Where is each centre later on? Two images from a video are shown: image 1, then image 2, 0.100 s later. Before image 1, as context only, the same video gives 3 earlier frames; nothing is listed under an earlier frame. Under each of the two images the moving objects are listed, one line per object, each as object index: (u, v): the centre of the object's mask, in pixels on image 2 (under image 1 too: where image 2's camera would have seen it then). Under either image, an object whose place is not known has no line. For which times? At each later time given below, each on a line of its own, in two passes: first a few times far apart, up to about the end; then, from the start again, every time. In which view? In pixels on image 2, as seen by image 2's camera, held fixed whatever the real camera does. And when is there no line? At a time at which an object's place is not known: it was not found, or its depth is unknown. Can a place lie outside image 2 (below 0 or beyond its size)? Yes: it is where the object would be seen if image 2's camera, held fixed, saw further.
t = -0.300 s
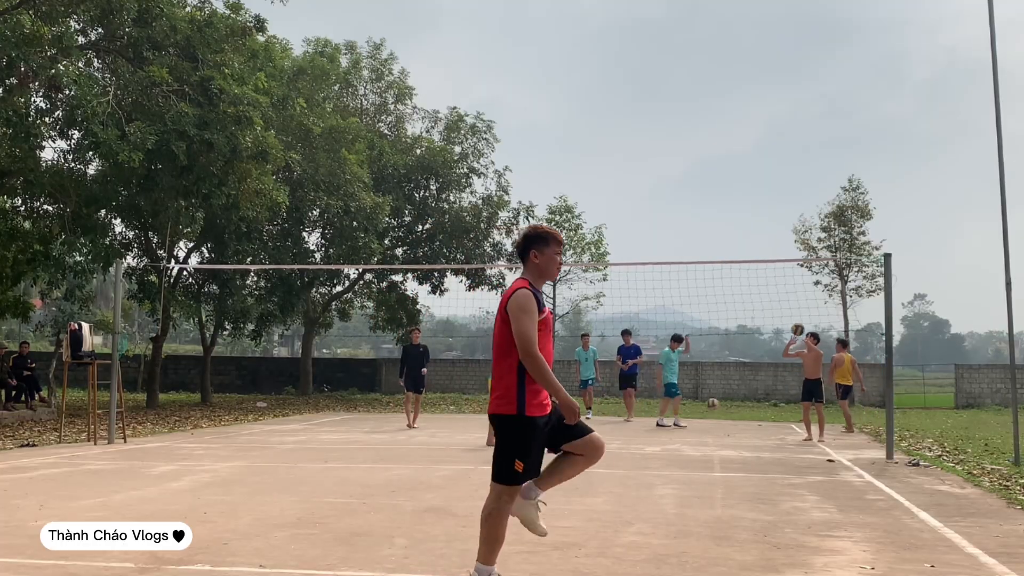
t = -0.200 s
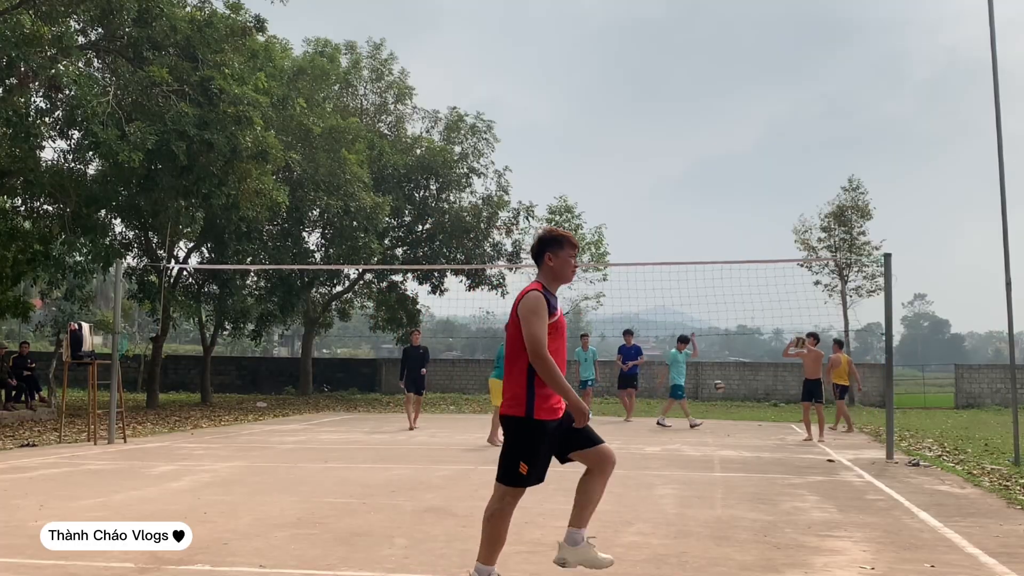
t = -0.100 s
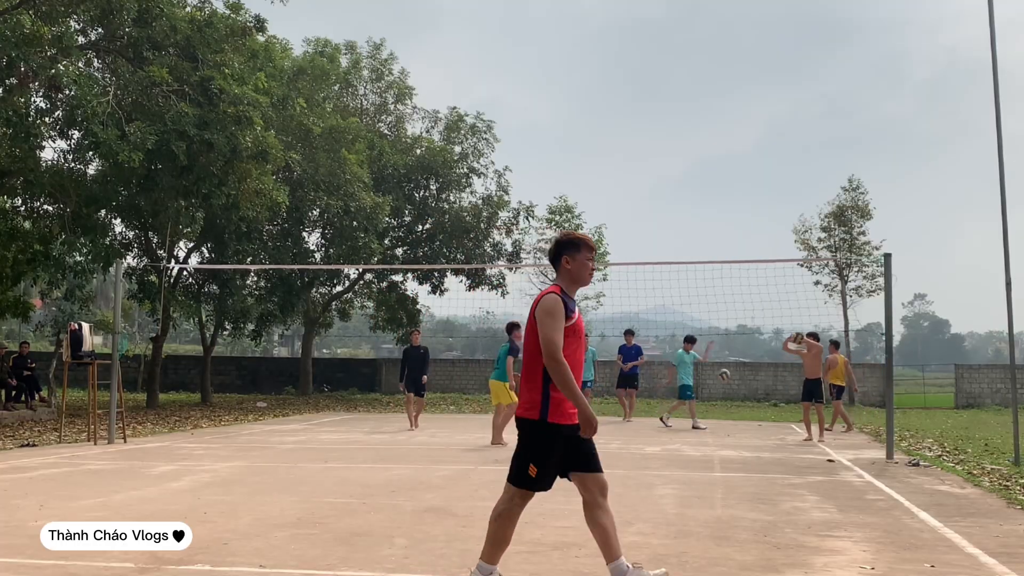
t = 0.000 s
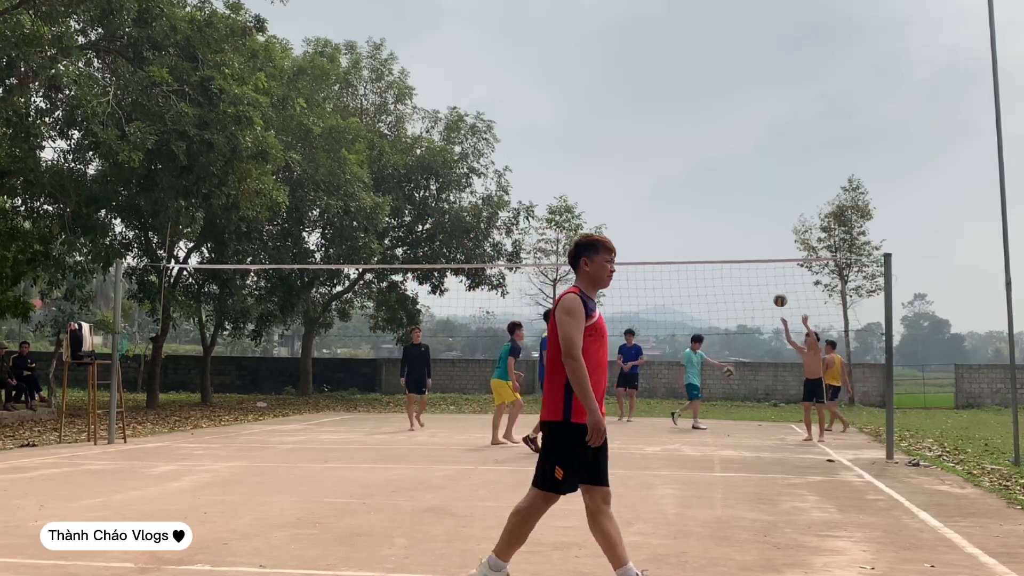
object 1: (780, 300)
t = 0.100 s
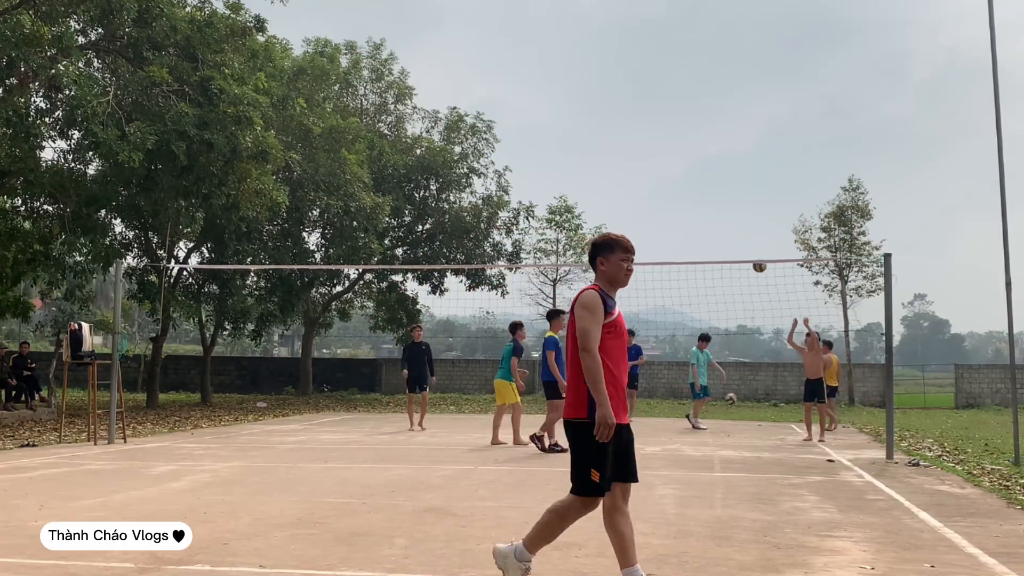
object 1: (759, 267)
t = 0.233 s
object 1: (732, 230)
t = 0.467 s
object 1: (679, 195)
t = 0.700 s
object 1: (630, 201)
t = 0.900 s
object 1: (588, 235)
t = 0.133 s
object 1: (752, 255)
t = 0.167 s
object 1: (745, 246)
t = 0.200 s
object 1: (738, 238)
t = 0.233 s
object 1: (732, 230)
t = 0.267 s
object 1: (725, 223)
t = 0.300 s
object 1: (714, 213)
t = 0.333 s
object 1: (707, 208)
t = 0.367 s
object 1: (700, 204)
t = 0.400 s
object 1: (693, 200)
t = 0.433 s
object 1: (686, 197)
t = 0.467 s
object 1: (679, 195)
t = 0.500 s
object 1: (672, 194)
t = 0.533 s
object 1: (665, 193)
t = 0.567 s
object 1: (658, 193)
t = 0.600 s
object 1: (651, 194)
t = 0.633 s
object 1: (644, 195)
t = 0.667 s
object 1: (637, 198)
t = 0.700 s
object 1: (630, 201)
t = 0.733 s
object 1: (623, 205)
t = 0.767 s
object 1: (616, 209)
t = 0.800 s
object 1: (609, 215)
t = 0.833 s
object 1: (602, 221)
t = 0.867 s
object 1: (595, 228)
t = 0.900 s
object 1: (588, 235)
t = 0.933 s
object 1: (581, 243)
